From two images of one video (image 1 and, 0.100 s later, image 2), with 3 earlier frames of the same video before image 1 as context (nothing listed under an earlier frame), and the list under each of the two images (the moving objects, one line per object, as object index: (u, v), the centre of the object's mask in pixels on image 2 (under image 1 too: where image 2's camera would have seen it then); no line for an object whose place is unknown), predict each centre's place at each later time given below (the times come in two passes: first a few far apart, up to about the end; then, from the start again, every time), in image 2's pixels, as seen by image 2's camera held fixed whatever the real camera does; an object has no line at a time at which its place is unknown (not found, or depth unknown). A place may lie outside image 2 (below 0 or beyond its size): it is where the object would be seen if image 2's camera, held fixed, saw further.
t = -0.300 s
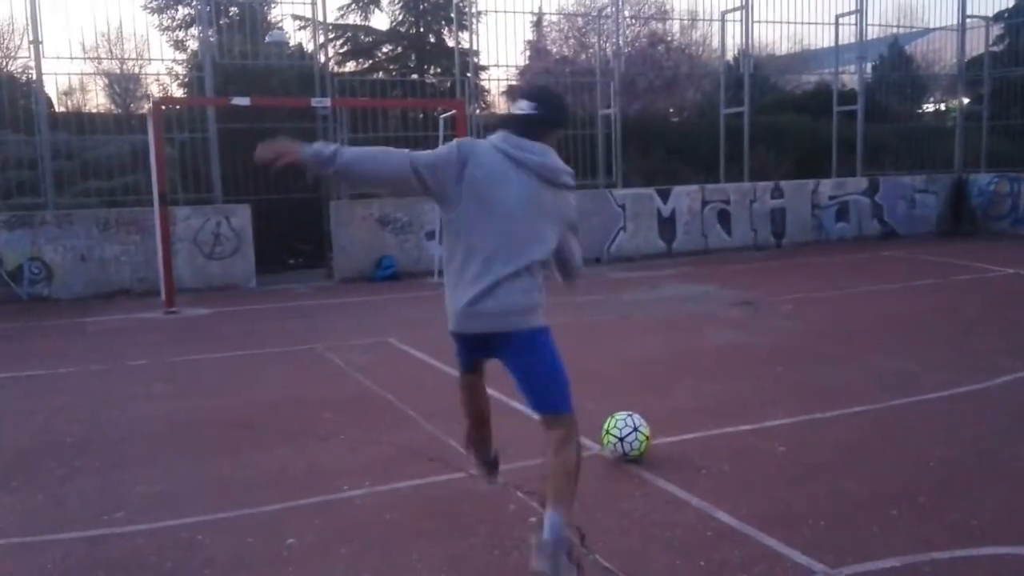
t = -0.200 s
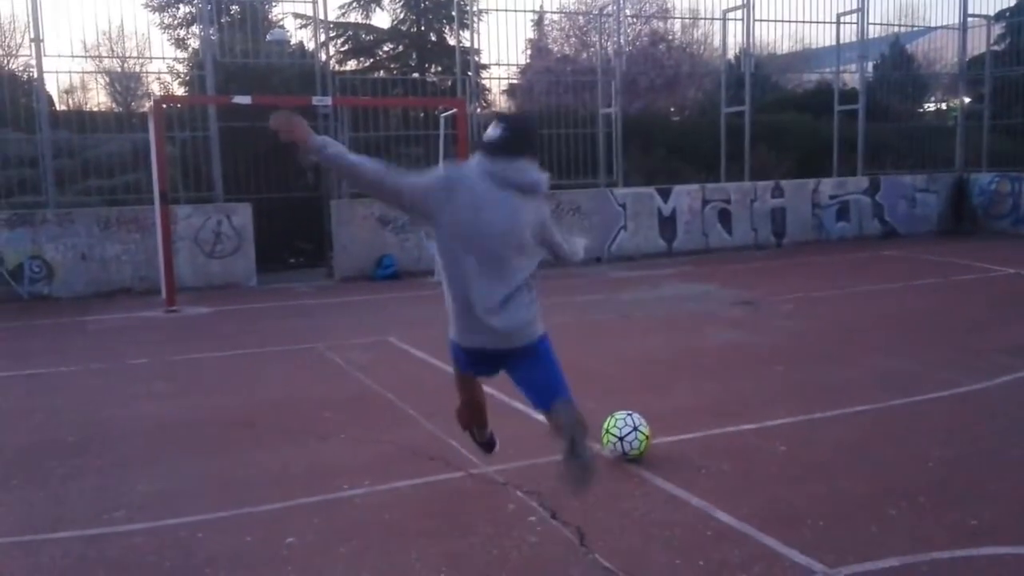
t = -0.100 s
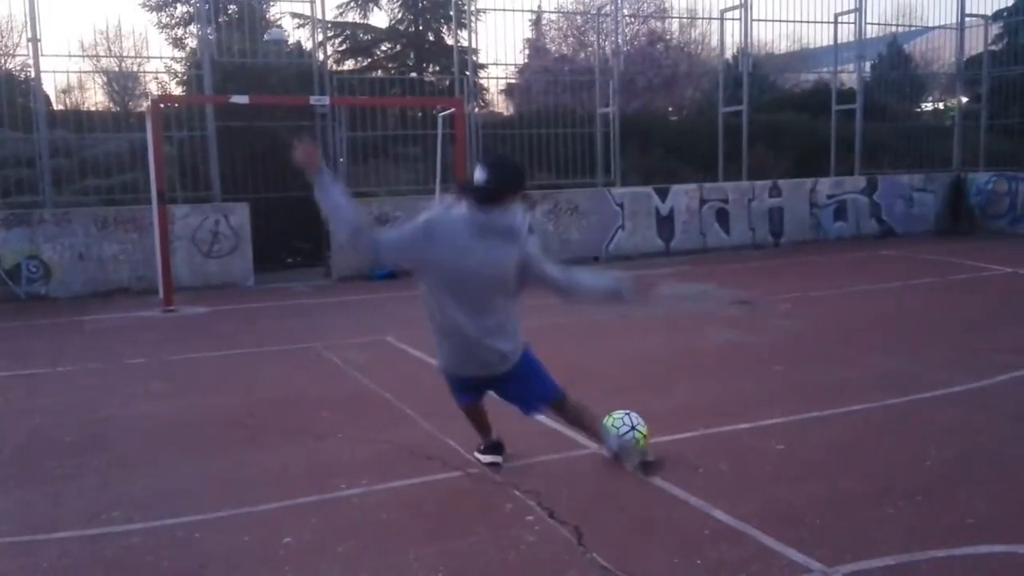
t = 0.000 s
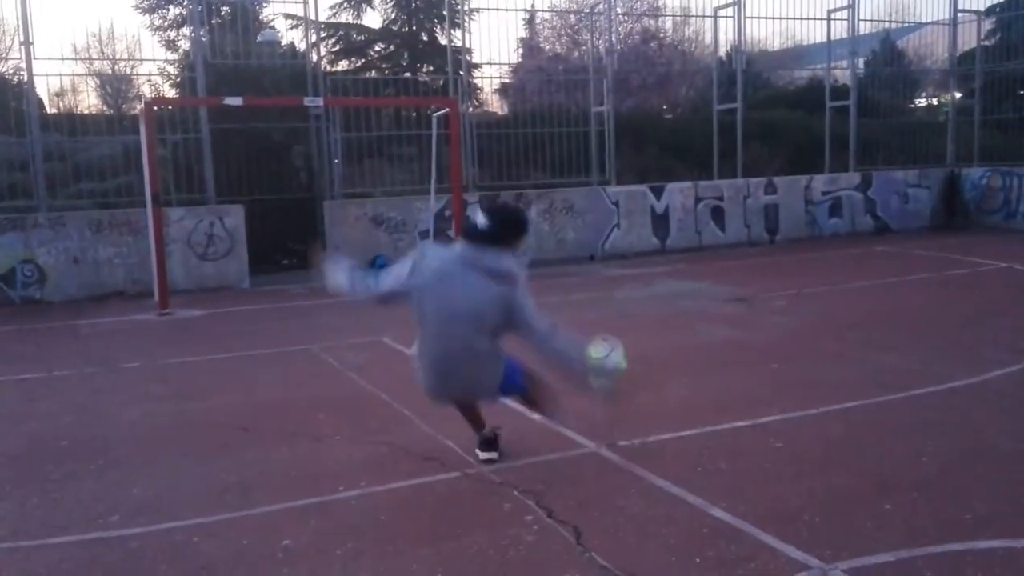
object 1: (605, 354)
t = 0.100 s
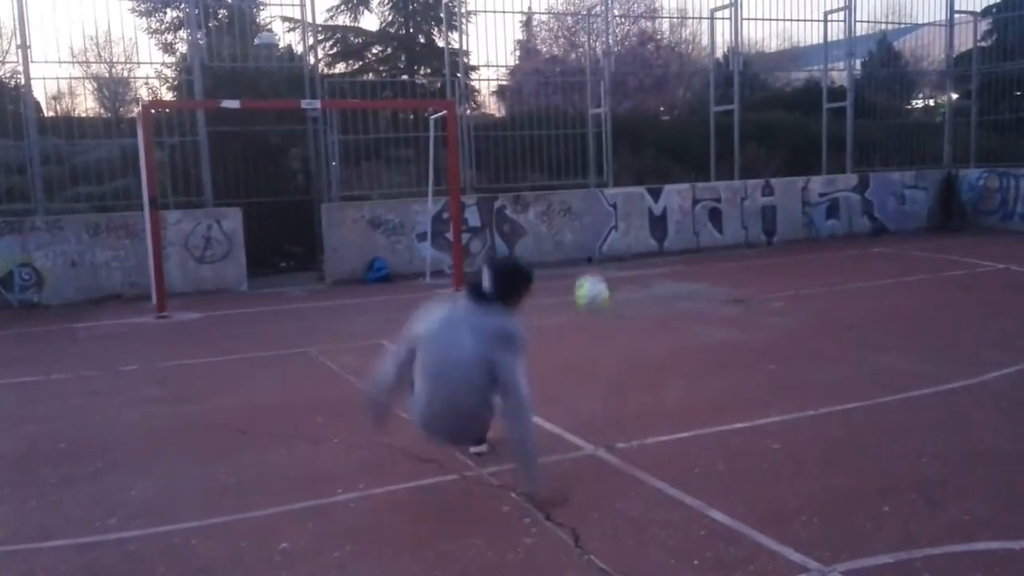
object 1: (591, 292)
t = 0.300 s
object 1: (579, 234)
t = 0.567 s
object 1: (574, 233)
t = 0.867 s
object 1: (612, 238)
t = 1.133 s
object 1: (706, 235)
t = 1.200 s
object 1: (731, 243)
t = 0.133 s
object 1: (588, 276)
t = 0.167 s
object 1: (585, 263)
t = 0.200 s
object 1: (584, 254)
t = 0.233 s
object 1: (582, 246)
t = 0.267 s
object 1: (580, 238)
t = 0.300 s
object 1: (579, 234)
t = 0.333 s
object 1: (577, 230)
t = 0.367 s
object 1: (577, 228)
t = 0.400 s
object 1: (576, 227)
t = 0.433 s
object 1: (575, 227)
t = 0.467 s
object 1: (575, 227)
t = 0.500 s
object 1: (575, 228)
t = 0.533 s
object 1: (574, 229)
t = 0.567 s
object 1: (574, 233)
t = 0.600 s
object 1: (575, 235)
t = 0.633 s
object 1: (574, 240)
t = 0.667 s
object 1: (575, 244)
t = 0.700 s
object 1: (575, 248)
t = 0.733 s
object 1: (576, 255)
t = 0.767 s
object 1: (584, 254)
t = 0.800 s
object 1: (593, 246)
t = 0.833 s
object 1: (604, 241)
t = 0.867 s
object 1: (612, 238)
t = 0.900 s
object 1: (623, 234)
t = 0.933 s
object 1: (634, 232)
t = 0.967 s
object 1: (645, 230)
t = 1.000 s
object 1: (658, 229)
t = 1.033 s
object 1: (668, 228)
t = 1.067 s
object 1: (679, 228)
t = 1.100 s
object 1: (692, 230)
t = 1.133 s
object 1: (706, 235)
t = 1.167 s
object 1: (719, 238)
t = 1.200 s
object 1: (731, 243)
